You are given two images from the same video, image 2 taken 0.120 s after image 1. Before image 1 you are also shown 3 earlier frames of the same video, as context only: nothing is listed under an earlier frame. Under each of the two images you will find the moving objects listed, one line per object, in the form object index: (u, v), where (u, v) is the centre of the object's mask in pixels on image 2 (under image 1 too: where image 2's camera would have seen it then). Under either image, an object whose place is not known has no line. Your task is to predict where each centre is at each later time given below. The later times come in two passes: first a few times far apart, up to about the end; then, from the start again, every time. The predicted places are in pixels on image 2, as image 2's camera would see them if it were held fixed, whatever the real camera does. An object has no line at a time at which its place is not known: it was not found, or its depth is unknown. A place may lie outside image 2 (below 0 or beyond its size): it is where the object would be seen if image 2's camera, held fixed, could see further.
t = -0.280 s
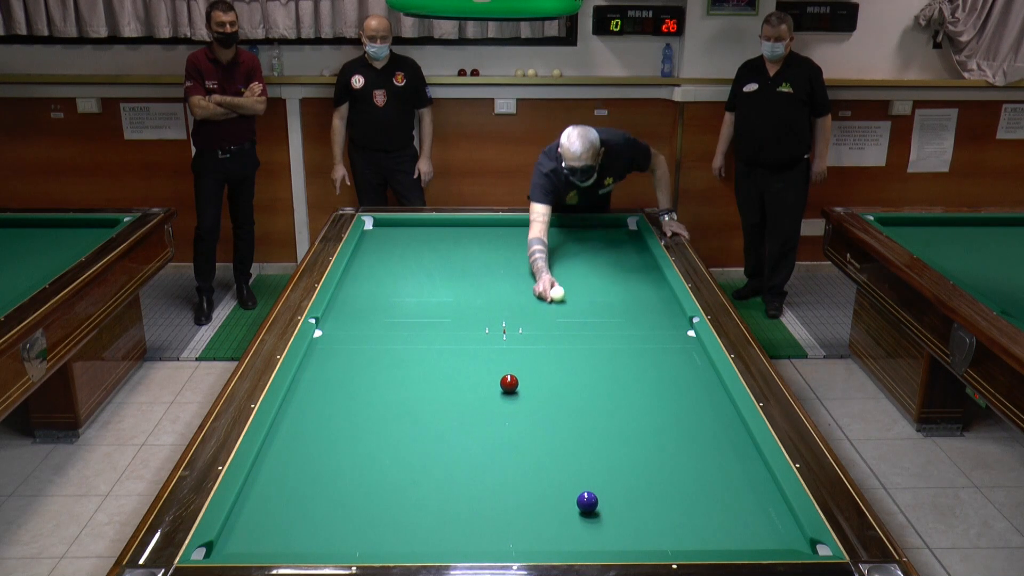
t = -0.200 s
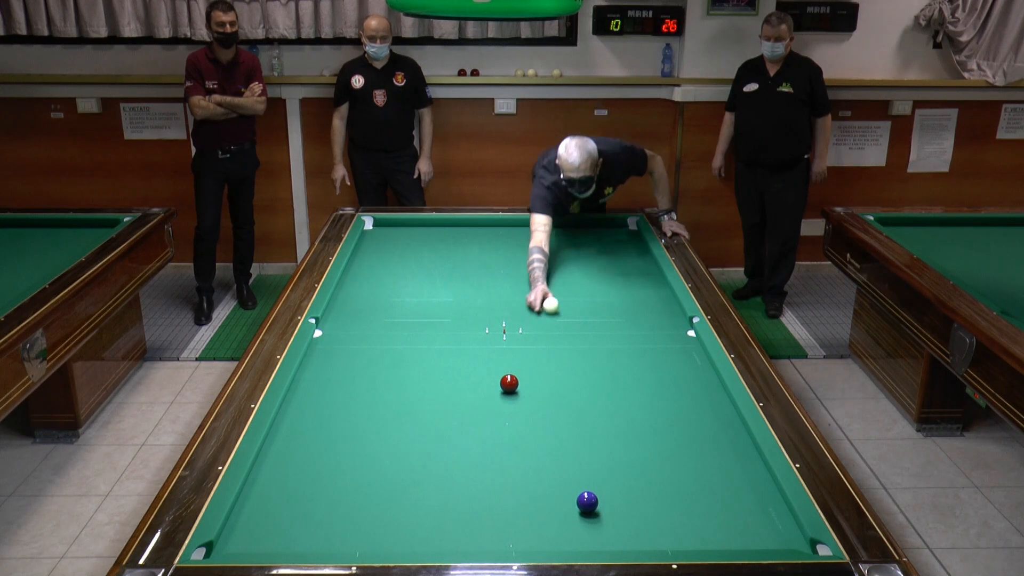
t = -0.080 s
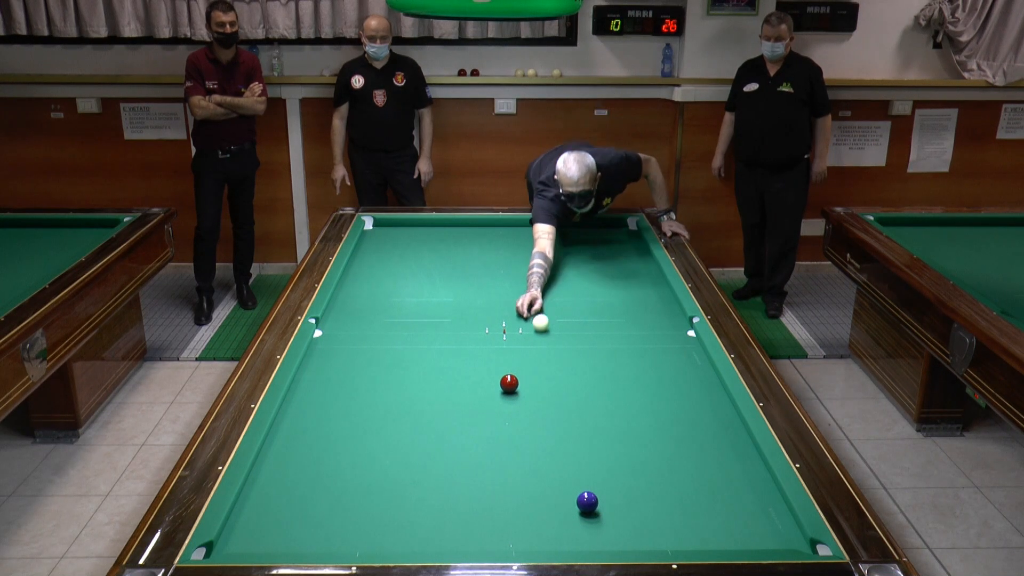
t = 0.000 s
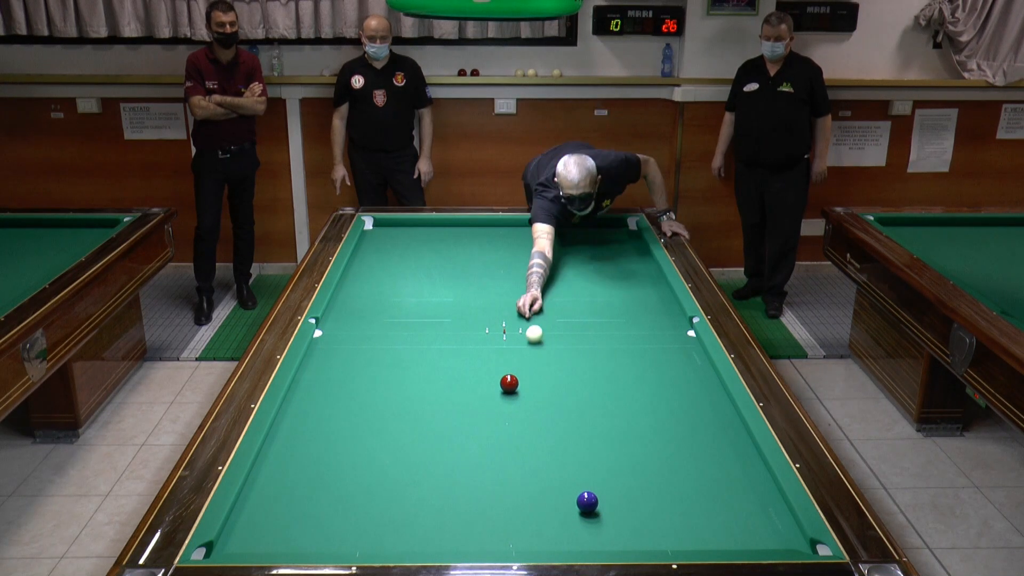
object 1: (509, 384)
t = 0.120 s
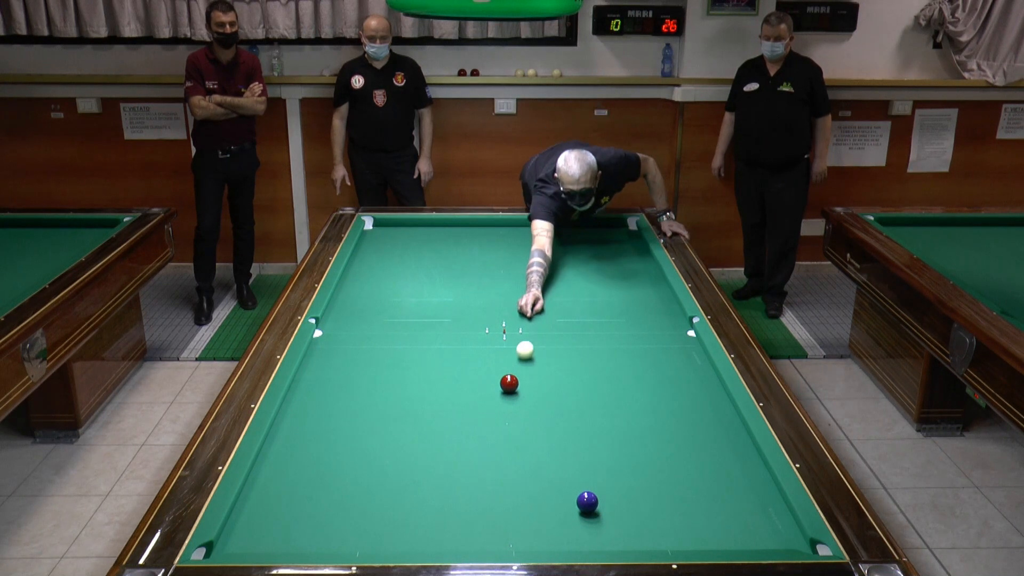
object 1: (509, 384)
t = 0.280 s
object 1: (509, 384)
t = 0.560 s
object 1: (501, 420)
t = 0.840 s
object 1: (493, 457)
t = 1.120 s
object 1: (484, 498)
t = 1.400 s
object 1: (473, 542)
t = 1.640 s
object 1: (468, 528)
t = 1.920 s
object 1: (464, 498)
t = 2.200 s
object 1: (460, 472)
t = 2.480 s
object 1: (457, 448)
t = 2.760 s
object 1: (454, 427)
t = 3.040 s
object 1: (451, 409)
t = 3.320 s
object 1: (449, 392)
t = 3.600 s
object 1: (447, 377)
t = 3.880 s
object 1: (445, 363)
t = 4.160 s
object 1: (443, 351)
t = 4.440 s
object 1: (441, 339)
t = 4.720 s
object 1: (440, 329)
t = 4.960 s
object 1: (438, 321)
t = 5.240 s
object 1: (437, 312)
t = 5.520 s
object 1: (436, 304)
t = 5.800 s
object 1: (435, 297)
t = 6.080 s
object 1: (434, 290)
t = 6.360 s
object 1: (434, 284)
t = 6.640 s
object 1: (433, 278)
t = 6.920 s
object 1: (432, 273)
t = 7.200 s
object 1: (432, 269)
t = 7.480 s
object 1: (432, 265)
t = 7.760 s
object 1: (432, 261)
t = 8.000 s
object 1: (432, 258)
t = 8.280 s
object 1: (431, 255)
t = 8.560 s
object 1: (431, 252)
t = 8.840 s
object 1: (431, 249)
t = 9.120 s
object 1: (431, 247)
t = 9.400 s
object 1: (432, 245)
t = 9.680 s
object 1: (431, 244)
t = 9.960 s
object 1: (431, 242)
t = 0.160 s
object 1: (509, 383)
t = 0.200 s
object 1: (509, 384)
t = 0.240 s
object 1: (509, 384)
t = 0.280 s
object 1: (509, 384)
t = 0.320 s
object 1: (508, 388)
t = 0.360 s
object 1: (507, 393)
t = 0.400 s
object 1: (506, 400)
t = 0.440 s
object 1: (504, 405)
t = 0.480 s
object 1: (503, 410)
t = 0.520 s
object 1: (502, 415)
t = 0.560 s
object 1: (501, 420)
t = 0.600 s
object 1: (500, 425)
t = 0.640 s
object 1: (499, 430)
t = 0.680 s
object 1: (498, 435)
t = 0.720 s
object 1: (497, 440)
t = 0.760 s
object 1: (496, 446)
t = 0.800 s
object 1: (495, 451)
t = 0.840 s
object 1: (493, 457)
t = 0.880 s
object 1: (492, 463)
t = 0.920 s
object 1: (491, 468)
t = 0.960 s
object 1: (490, 474)
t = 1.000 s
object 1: (488, 480)
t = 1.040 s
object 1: (487, 486)
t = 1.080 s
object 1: (486, 492)
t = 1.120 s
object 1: (484, 498)
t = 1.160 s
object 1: (483, 505)
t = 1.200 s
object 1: (481, 511)
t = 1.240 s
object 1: (480, 518)
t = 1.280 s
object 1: (478, 525)
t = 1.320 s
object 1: (477, 532)
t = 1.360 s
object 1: (475, 538)
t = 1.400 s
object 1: (473, 542)
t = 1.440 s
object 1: (472, 546)
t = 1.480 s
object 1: (471, 543)
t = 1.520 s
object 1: (470, 540)
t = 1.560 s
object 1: (470, 536)
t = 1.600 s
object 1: (469, 532)
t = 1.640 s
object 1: (468, 528)
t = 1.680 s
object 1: (468, 523)
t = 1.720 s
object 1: (467, 519)
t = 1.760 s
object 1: (466, 514)
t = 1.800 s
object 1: (466, 510)
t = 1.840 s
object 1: (465, 506)
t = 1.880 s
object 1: (464, 502)
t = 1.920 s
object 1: (464, 498)
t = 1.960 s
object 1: (463, 494)
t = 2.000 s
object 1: (463, 490)
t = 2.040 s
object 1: (462, 486)
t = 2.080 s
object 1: (462, 482)
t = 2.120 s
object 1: (461, 479)
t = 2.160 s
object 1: (461, 475)
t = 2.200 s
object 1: (460, 472)
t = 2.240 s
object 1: (460, 468)
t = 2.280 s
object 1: (459, 465)
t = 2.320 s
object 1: (459, 461)
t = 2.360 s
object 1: (458, 458)
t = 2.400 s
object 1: (458, 454)
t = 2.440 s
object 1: (457, 451)
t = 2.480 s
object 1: (457, 448)
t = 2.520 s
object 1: (456, 445)
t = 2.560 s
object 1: (456, 442)
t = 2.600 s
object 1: (455, 439)
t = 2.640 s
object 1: (455, 436)
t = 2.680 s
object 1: (455, 433)
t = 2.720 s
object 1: (454, 430)
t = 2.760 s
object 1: (454, 427)
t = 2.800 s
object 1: (453, 425)
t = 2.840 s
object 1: (453, 422)
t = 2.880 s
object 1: (453, 419)
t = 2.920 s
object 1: (452, 417)
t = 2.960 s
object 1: (452, 414)
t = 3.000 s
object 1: (451, 411)
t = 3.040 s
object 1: (451, 409)
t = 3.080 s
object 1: (451, 406)
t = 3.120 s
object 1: (451, 404)
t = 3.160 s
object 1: (450, 401)
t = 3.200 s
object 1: (450, 399)
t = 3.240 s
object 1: (449, 397)
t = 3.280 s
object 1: (449, 394)
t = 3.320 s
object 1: (449, 392)
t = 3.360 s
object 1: (449, 390)
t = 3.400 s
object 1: (448, 388)
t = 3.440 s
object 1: (448, 385)
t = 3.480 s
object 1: (448, 383)
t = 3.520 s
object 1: (447, 381)
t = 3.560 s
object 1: (447, 379)
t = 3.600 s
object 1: (447, 377)
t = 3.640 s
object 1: (446, 375)
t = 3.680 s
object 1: (446, 373)
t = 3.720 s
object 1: (446, 371)
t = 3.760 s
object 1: (445, 369)
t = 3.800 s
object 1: (445, 367)
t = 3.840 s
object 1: (445, 365)
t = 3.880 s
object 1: (445, 363)
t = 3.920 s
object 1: (444, 361)
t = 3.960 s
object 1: (444, 360)
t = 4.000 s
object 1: (444, 357)
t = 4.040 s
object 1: (443, 356)
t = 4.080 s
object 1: (443, 354)
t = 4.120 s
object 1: (443, 352)
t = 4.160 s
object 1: (443, 351)
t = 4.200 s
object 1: (442, 349)
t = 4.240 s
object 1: (442, 347)
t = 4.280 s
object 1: (442, 346)
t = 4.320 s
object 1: (442, 344)
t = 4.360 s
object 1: (442, 342)
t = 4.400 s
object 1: (441, 341)
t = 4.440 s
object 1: (441, 339)
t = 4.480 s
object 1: (441, 338)
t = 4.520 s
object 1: (441, 336)
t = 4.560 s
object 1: (440, 335)
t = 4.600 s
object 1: (440, 333)
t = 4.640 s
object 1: (440, 332)
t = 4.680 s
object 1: (440, 330)
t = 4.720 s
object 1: (440, 329)
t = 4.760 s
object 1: (439, 328)
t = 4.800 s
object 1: (439, 326)
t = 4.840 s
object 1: (439, 325)
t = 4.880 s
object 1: (439, 324)
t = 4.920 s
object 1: (439, 322)
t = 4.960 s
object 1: (438, 321)
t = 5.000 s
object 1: (438, 320)
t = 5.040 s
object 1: (438, 318)
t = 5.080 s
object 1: (438, 317)
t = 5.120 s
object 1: (438, 316)
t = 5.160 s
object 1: (438, 315)
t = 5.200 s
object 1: (437, 313)
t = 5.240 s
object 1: (437, 312)
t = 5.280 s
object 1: (437, 311)
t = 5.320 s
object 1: (437, 310)
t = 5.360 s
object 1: (437, 309)
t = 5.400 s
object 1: (436, 308)
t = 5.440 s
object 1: (436, 306)
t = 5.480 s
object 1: (436, 305)
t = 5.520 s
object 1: (436, 304)
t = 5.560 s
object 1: (436, 303)
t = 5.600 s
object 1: (436, 302)
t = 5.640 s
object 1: (436, 301)
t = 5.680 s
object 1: (436, 300)
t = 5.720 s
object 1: (435, 299)
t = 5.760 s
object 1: (435, 298)
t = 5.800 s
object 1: (435, 297)
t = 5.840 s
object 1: (435, 296)
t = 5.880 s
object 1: (435, 295)
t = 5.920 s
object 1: (435, 294)
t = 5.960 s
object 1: (435, 293)
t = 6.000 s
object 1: (434, 292)
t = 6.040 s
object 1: (434, 291)
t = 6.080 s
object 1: (434, 290)
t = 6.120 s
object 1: (434, 289)
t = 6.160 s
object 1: (434, 288)
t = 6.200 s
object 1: (434, 288)
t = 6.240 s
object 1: (434, 287)
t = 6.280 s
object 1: (434, 286)
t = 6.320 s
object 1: (434, 285)
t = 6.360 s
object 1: (434, 284)
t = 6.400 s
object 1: (434, 283)
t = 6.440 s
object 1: (434, 282)
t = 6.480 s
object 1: (433, 282)
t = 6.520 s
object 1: (433, 281)
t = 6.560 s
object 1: (433, 280)
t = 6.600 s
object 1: (433, 279)
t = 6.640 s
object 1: (433, 278)
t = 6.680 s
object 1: (433, 278)
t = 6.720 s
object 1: (433, 277)
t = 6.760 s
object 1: (433, 276)
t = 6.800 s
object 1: (433, 276)
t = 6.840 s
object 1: (433, 275)
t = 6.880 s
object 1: (432, 274)
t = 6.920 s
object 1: (432, 273)
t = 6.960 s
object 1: (432, 273)
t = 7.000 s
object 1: (432, 272)
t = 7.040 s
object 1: (432, 272)
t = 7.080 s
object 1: (432, 271)
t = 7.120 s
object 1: (432, 270)
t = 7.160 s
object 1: (432, 270)
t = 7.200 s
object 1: (432, 269)
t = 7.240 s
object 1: (432, 268)
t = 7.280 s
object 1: (432, 268)
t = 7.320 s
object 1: (432, 267)
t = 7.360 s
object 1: (432, 267)
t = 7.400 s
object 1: (432, 266)
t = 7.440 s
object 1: (432, 265)
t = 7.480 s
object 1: (432, 265)
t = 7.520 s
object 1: (432, 264)
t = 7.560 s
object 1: (432, 264)
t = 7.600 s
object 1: (432, 263)
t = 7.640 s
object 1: (432, 263)
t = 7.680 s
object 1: (432, 262)
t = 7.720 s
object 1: (432, 261)
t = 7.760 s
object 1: (432, 261)
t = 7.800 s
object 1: (432, 260)
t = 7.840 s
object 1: (432, 260)
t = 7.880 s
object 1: (432, 259)
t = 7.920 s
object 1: (432, 259)
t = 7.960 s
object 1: (432, 258)
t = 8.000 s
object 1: (432, 258)
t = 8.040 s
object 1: (432, 257)
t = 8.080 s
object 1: (432, 257)
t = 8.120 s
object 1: (432, 256)
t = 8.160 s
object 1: (432, 256)
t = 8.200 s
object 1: (432, 256)
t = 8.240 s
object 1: (431, 255)
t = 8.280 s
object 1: (431, 255)
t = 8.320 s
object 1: (431, 254)
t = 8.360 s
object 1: (432, 254)
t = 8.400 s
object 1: (431, 254)
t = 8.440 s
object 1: (431, 253)
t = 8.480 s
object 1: (431, 253)
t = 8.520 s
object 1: (431, 252)
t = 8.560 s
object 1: (431, 252)
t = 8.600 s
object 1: (432, 251)
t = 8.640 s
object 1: (432, 251)
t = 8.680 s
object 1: (431, 251)
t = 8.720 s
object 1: (431, 250)
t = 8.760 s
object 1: (431, 250)
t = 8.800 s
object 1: (431, 250)
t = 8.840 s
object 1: (431, 249)
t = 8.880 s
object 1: (431, 249)
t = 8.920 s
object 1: (431, 249)
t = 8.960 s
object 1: (431, 248)
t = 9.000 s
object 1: (431, 248)
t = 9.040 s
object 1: (431, 248)
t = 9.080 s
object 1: (431, 248)
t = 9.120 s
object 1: (431, 247)
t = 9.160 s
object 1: (431, 247)
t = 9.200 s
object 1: (432, 246)
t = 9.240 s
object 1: (432, 246)
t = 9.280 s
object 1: (432, 246)
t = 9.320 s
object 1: (432, 246)
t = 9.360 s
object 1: (432, 245)
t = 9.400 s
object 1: (432, 245)
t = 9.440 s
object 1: (431, 245)
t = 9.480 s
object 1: (432, 245)
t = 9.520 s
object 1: (431, 244)
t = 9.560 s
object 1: (431, 244)
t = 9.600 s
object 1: (431, 244)
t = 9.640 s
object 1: (431, 244)
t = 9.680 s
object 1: (431, 244)
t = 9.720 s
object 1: (431, 243)
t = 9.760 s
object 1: (431, 243)
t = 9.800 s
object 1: (431, 243)
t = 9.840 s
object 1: (431, 243)
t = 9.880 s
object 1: (431, 242)
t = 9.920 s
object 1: (431, 242)
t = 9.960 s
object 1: (431, 242)
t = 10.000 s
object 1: (431, 242)
